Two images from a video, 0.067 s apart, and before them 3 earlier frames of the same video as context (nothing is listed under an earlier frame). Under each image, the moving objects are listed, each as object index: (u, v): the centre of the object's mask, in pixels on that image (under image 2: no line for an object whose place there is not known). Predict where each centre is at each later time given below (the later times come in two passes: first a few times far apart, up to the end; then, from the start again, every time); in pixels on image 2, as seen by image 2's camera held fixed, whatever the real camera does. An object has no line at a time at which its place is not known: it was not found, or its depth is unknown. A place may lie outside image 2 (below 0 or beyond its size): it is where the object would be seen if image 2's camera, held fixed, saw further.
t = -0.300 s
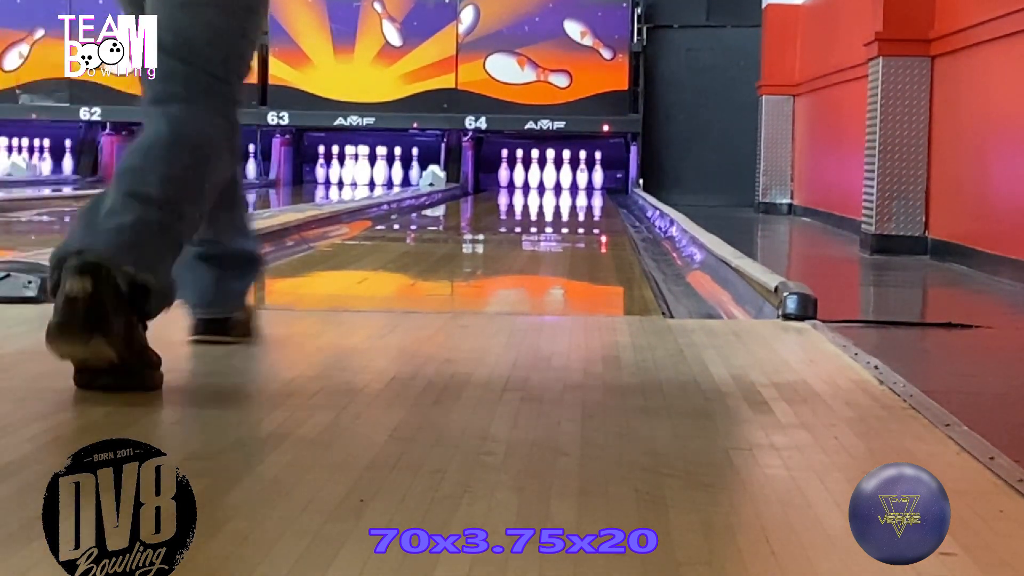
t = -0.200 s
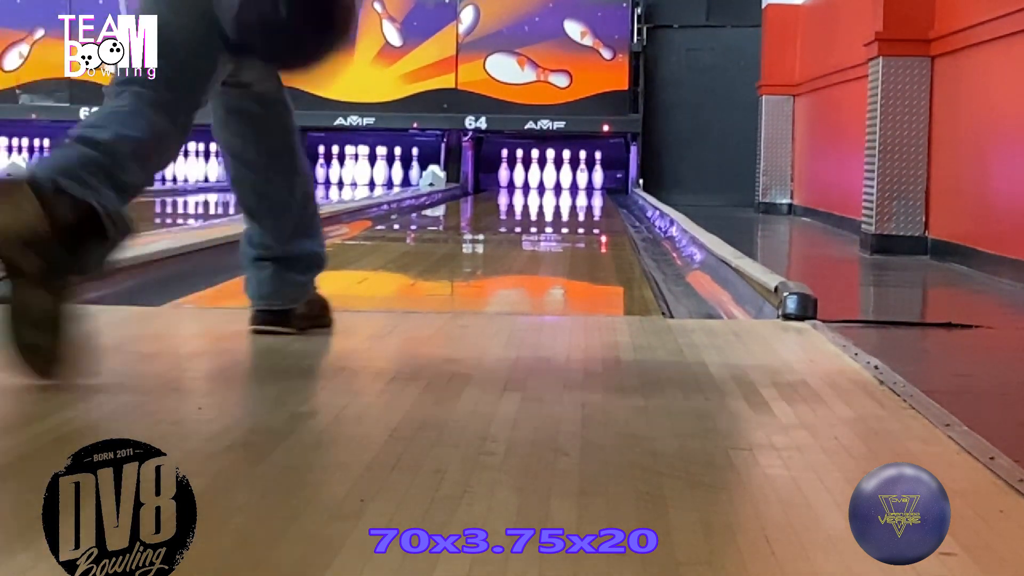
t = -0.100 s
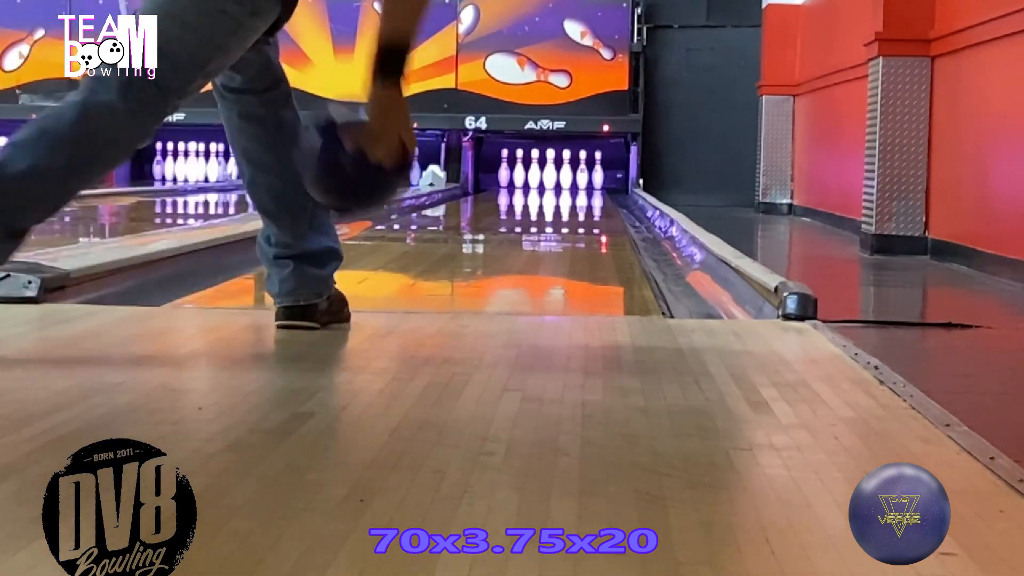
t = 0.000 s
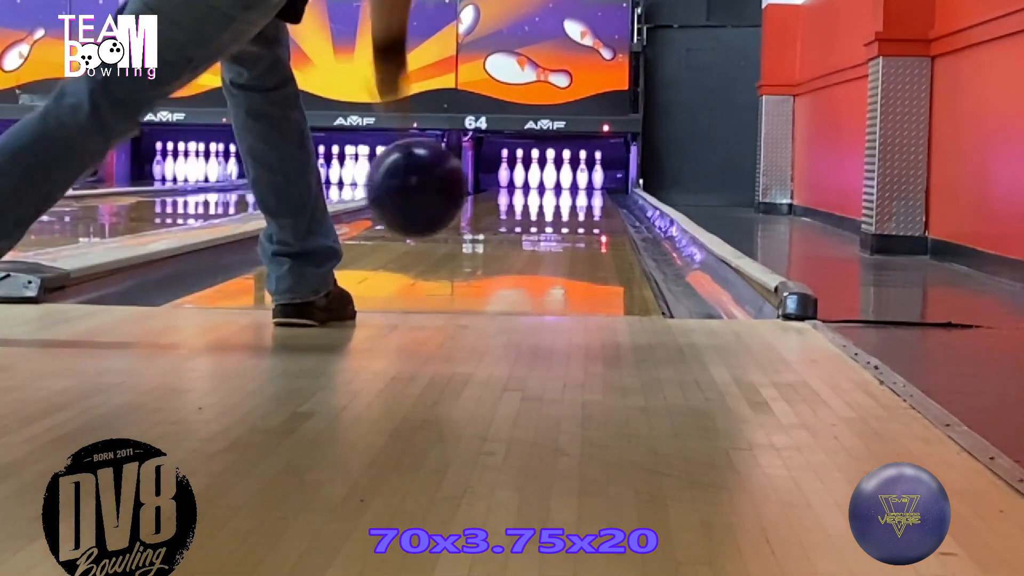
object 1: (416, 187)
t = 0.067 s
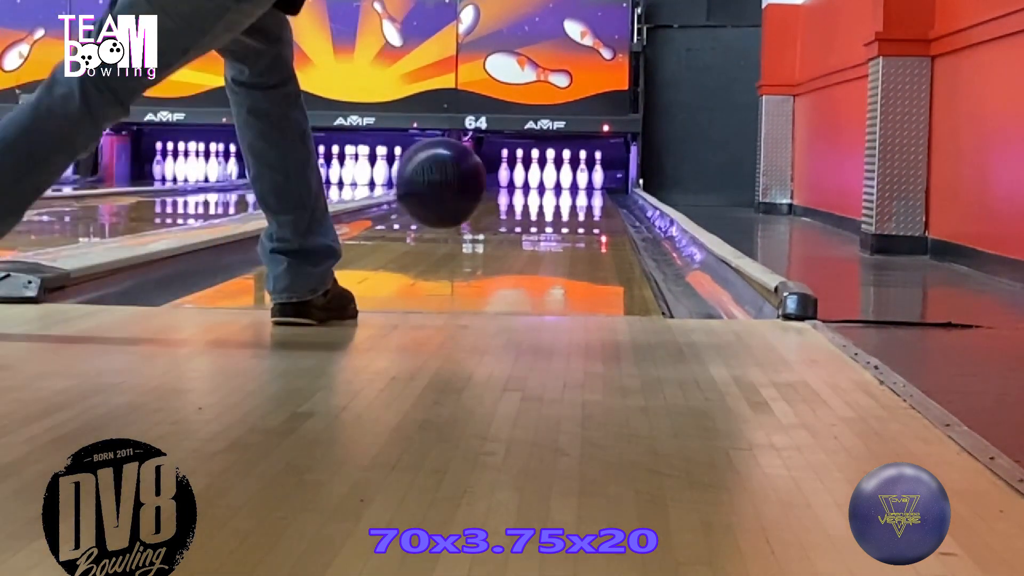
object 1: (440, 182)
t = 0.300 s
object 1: (497, 227)
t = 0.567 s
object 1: (535, 211)
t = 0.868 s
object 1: (561, 201)
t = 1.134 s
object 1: (575, 194)
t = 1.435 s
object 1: (585, 189)
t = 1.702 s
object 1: (588, 186)
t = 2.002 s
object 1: (586, 183)
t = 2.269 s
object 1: (574, 181)
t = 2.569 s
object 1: (556, 179)
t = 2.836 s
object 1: (543, 178)
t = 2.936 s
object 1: (543, 178)
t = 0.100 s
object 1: (450, 187)
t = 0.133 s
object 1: (459, 196)
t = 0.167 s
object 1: (468, 207)
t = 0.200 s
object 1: (476, 223)
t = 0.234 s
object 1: (484, 232)
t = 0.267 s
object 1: (491, 230)
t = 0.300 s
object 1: (497, 227)
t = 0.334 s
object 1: (503, 225)
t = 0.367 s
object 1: (509, 222)
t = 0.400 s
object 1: (514, 220)
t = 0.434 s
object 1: (519, 218)
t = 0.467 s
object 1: (523, 216)
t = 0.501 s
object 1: (527, 215)
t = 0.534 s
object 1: (531, 213)
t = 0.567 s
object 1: (535, 211)
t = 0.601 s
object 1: (539, 210)
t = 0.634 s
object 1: (542, 208)
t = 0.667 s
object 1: (545, 207)
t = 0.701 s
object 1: (548, 206)
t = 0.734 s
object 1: (551, 205)
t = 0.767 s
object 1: (554, 204)
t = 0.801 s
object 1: (556, 203)
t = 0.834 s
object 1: (559, 202)
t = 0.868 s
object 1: (561, 201)
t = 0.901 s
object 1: (563, 200)
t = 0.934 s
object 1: (565, 199)
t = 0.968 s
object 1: (567, 198)
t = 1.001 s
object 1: (569, 197)
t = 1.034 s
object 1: (570, 196)
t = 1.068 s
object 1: (572, 195)
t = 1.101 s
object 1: (573, 195)
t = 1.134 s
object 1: (575, 194)
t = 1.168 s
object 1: (576, 194)
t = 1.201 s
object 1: (578, 193)
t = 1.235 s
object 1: (579, 193)
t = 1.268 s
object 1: (580, 192)
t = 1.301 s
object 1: (581, 192)
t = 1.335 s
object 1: (582, 191)
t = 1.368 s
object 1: (583, 190)
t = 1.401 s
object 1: (584, 190)
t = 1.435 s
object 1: (585, 189)
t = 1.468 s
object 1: (585, 189)
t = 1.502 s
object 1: (586, 188)
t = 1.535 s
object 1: (586, 188)
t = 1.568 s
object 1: (587, 188)
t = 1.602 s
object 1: (587, 187)
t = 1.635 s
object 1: (587, 187)
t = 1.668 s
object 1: (587, 187)
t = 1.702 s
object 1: (588, 186)
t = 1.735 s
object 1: (588, 186)
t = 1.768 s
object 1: (588, 185)
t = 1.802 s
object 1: (588, 185)
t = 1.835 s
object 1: (588, 185)
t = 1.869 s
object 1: (588, 184)
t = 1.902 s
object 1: (588, 184)
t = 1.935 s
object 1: (587, 184)
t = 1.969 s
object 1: (586, 183)
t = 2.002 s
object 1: (586, 183)
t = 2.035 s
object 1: (584, 183)
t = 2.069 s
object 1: (583, 183)
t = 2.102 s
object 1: (582, 183)
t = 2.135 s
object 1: (580, 183)
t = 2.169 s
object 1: (579, 182)
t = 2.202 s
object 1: (578, 182)
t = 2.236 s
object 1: (576, 181)
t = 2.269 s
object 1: (574, 181)
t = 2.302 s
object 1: (572, 181)
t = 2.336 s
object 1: (570, 180)
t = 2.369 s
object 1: (567, 180)
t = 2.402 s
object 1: (566, 181)
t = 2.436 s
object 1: (564, 180)
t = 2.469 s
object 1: (562, 180)
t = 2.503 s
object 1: (560, 179)
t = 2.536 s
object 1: (558, 179)
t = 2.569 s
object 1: (556, 179)
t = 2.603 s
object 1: (554, 179)
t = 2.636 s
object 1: (553, 178)
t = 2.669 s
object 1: (553, 178)
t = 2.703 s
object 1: (551, 178)
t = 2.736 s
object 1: (549, 178)
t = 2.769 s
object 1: (546, 177)
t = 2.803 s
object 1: (545, 177)
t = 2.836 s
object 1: (543, 178)
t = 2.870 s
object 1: (540, 177)
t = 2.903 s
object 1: (542, 178)
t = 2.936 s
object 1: (543, 178)
